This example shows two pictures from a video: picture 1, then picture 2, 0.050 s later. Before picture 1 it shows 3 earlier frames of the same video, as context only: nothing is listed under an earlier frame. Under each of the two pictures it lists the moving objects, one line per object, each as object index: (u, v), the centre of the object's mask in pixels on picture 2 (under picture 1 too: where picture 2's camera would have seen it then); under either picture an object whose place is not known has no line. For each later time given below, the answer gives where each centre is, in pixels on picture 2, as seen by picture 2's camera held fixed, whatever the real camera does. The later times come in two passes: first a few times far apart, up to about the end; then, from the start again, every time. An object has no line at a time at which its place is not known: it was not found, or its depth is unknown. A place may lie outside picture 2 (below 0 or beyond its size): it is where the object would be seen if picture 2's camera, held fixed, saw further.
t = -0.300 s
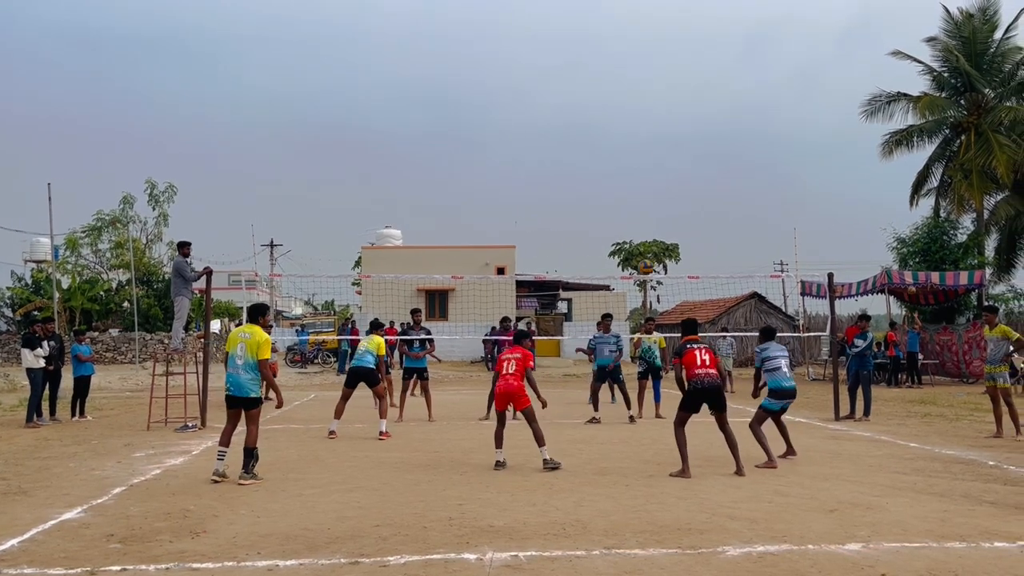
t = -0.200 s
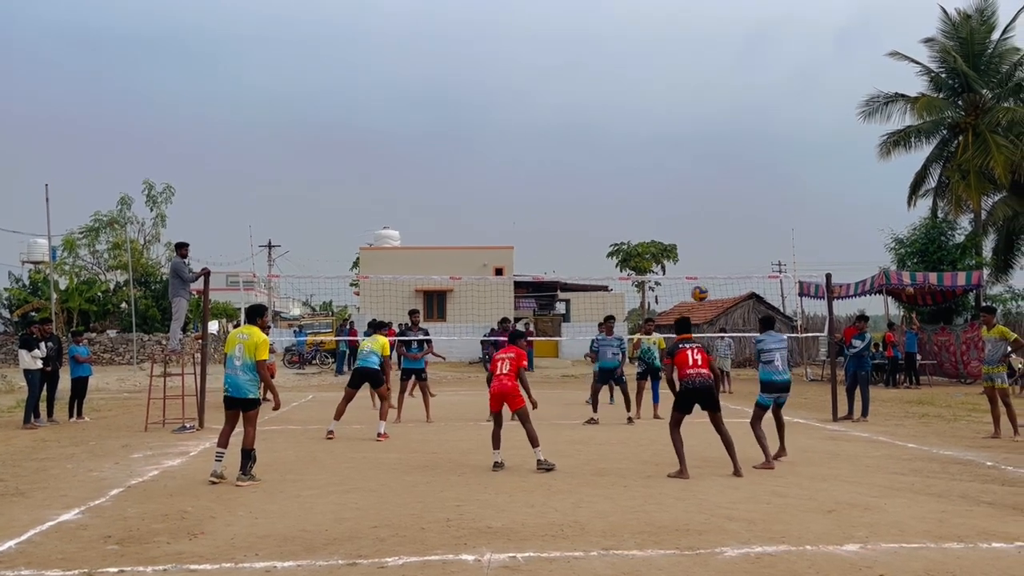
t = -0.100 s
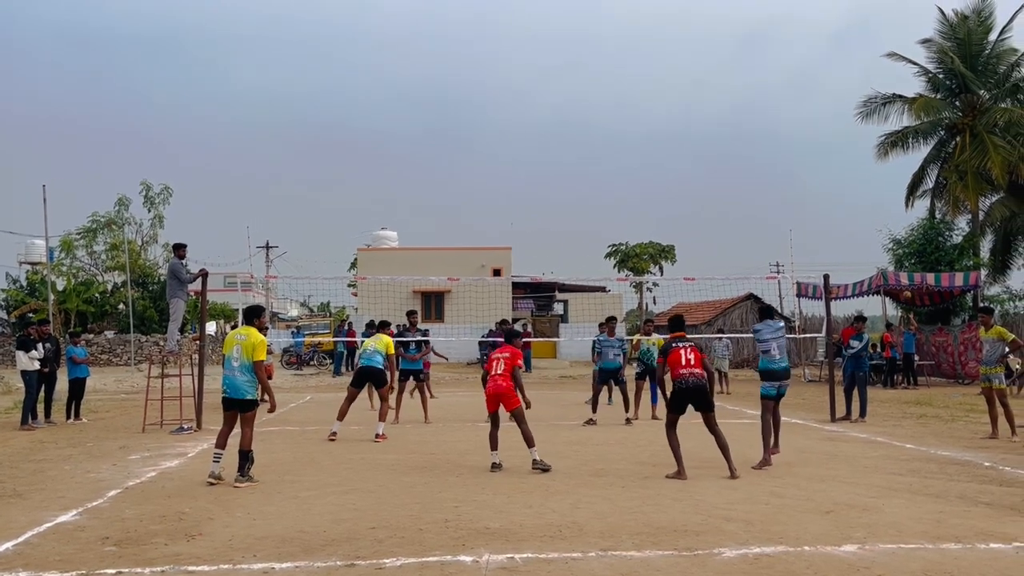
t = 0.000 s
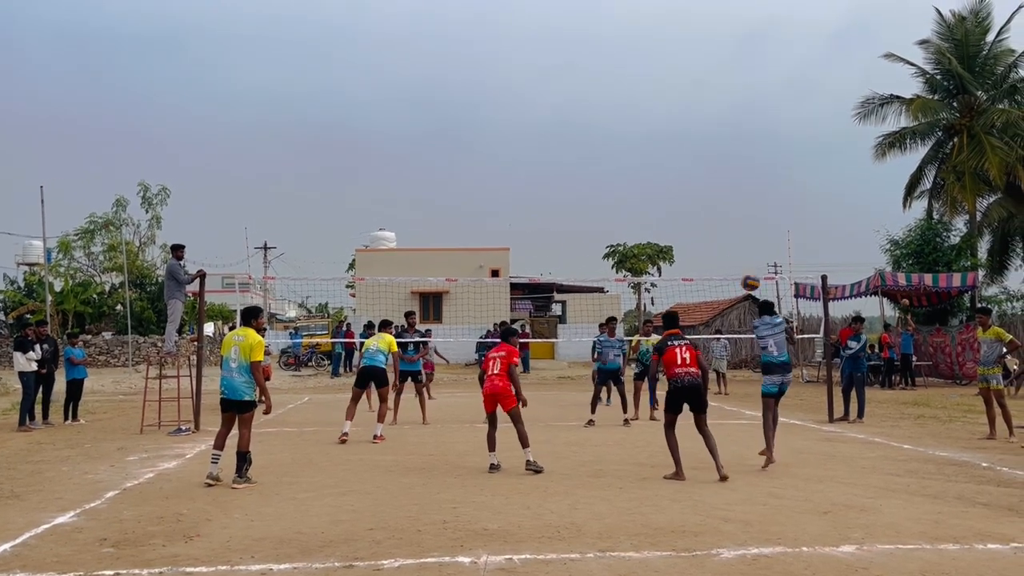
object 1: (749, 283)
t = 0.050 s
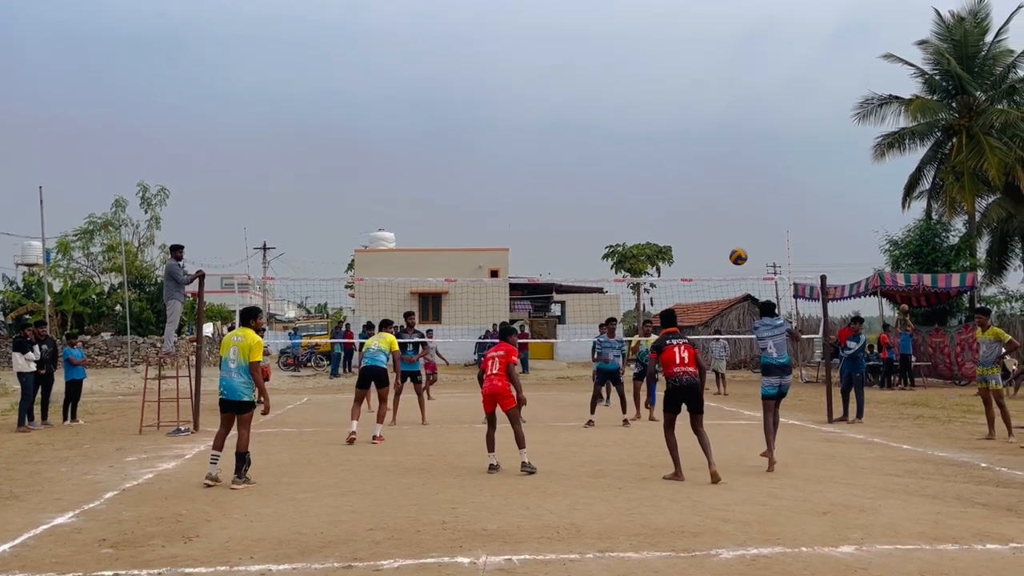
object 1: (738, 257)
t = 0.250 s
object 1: (697, 178)
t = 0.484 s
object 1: (655, 135)
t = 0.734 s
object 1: (616, 136)
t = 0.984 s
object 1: (582, 178)
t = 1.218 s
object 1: (553, 247)
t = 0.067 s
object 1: (735, 249)
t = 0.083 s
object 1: (731, 241)
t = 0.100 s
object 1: (727, 233)
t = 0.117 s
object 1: (724, 226)
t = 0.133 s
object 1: (720, 219)
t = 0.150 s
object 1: (717, 212)
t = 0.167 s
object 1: (714, 206)
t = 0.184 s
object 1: (710, 200)
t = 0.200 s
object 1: (707, 194)
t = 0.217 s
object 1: (704, 189)
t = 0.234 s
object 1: (700, 183)
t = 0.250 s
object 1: (697, 178)
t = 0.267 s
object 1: (694, 174)
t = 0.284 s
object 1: (691, 169)
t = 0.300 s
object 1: (687, 165)
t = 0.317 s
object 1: (684, 161)
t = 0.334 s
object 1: (681, 158)
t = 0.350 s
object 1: (678, 154)
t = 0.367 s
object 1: (675, 151)
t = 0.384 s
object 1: (672, 148)
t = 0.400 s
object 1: (669, 145)
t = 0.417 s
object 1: (667, 143)
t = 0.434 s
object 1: (663, 141)
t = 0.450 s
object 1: (661, 139)
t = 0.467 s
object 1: (658, 137)
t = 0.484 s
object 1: (655, 135)
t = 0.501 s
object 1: (653, 134)
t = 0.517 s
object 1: (650, 133)
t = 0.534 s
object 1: (647, 132)
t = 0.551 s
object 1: (644, 131)
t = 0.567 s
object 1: (642, 131)
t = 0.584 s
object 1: (639, 130)
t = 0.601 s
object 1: (636, 130)
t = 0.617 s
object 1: (634, 130)
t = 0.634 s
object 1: (631, 130)
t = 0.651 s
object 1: (629, 131)
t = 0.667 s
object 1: (626, 131)
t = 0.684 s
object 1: (624, 132)
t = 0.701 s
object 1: (621, 133)
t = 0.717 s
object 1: (619, 134)
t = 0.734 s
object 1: (616, 136)
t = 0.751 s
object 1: (614, 138)
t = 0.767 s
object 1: (611, 139)
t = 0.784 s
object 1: (609, 141)
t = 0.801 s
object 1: (607, 143)
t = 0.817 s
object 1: (604, 146)
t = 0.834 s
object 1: (602, 149)
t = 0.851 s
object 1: (600, 151)
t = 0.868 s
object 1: (598, 154)
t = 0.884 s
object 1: (595, 157)
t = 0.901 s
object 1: (593, 160)
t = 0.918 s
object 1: (591, 163)
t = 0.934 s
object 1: (589, 166)
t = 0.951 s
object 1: (586, 170)
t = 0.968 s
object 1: (584, 174)
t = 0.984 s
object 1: (582, 178)
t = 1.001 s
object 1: (580, 182)
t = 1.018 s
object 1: (577, 186)
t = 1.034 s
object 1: (575, 190)
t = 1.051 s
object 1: (573, 194)
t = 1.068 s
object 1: (571, 199)
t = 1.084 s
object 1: (569, 204)
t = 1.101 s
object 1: (567, 209)
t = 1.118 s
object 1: (565, 214)
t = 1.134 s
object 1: (563, 219)
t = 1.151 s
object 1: (561, 224)
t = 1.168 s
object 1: (559, 230)
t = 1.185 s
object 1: (557, 236)
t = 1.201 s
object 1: (555, 241)
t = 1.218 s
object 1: (553, 247)
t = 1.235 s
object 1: (551, 253)
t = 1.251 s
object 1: (549, 259)
